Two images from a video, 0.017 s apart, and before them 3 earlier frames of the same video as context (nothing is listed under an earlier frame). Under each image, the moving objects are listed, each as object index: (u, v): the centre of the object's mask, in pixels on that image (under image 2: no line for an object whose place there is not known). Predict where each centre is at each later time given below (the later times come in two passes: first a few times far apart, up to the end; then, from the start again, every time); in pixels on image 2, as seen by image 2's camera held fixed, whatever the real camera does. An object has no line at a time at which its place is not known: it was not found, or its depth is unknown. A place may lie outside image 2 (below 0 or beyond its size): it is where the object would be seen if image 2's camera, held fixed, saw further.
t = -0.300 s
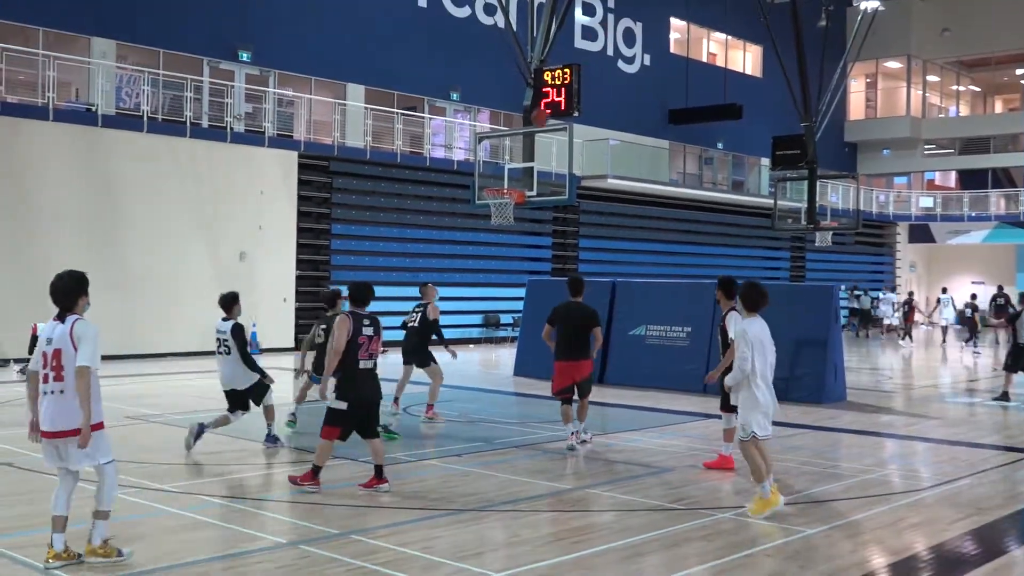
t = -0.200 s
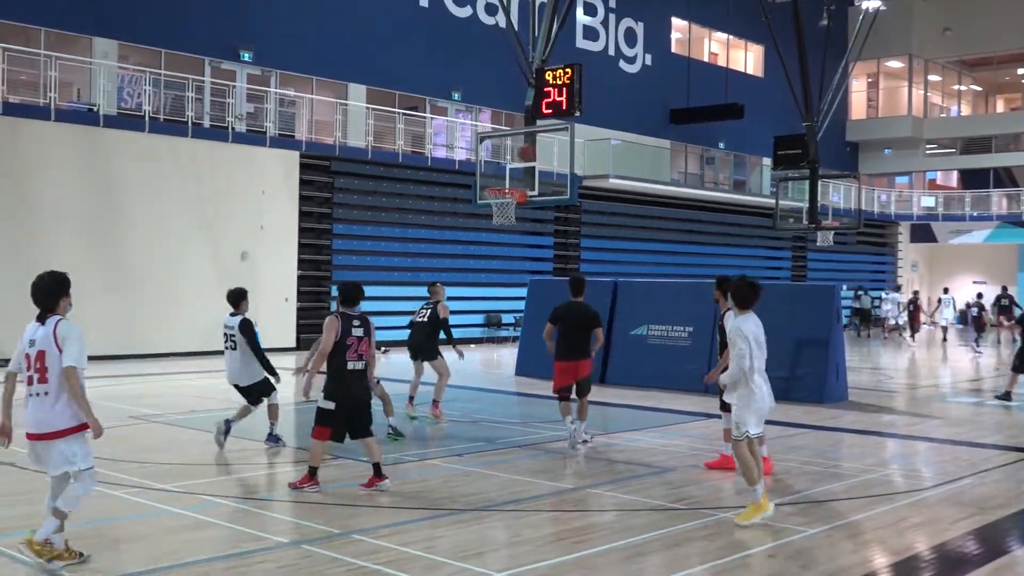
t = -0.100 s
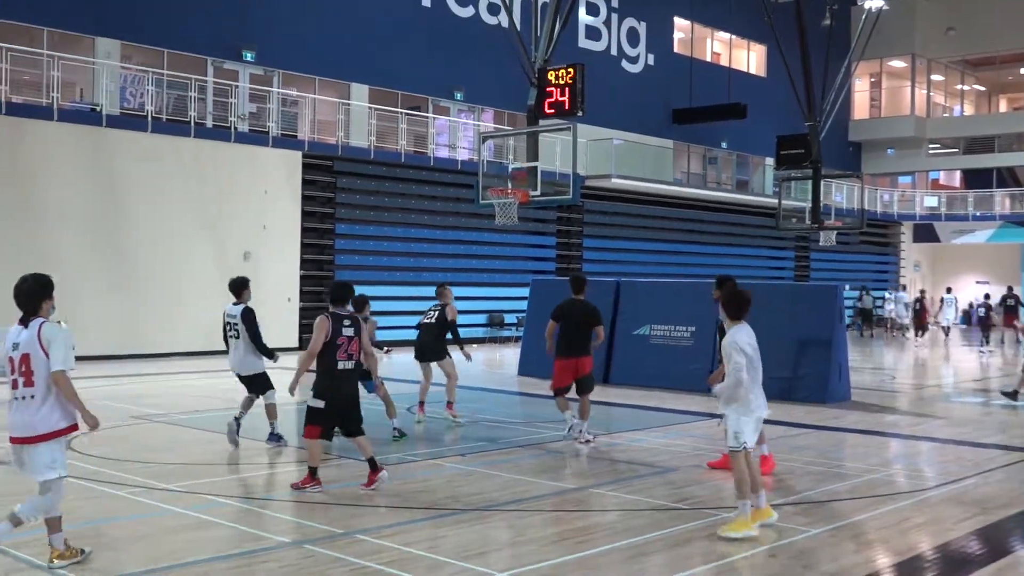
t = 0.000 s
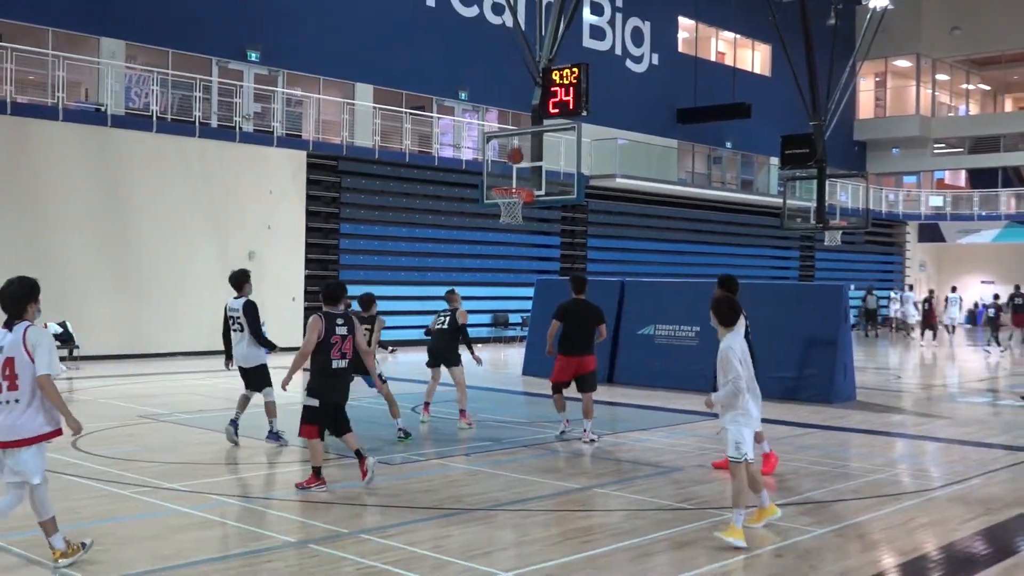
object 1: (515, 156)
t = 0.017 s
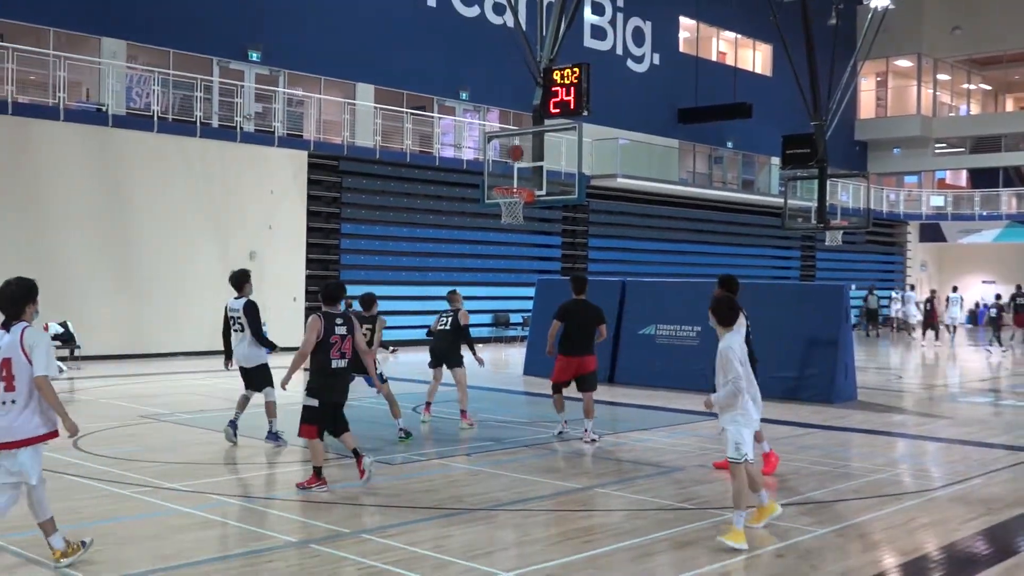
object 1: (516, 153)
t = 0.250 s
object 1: (494, 134)
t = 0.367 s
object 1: (482, 138)
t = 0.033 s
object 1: (515, 151)
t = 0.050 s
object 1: (514, 148)
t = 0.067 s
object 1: (514, 146)
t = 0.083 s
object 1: (512, 145)
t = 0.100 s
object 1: (510, 143)
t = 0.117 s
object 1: (510, 142)
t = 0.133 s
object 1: (507, 140)
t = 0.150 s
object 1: (505, 138)
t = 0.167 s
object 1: (504, 137)
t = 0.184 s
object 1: (502, 136)
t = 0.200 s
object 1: (501, 136)
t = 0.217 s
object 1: (499, 135)
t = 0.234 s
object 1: (497, 134)
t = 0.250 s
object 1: (494, 134)
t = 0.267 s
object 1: (493, 134)
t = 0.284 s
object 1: (490, 134)
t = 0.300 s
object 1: (488, 135)
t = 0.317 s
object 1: (486, 136)
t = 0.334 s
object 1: (484, 136)
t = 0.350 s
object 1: (482, 137)
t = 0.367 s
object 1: (482, 138)
